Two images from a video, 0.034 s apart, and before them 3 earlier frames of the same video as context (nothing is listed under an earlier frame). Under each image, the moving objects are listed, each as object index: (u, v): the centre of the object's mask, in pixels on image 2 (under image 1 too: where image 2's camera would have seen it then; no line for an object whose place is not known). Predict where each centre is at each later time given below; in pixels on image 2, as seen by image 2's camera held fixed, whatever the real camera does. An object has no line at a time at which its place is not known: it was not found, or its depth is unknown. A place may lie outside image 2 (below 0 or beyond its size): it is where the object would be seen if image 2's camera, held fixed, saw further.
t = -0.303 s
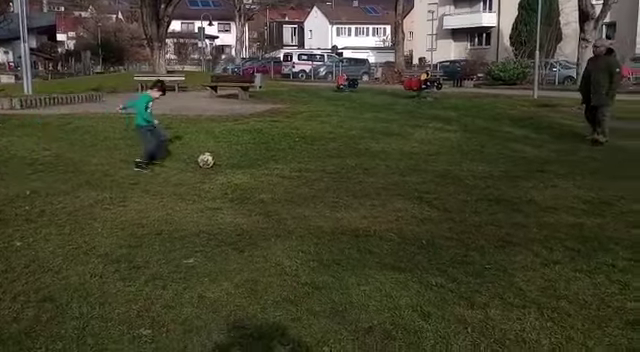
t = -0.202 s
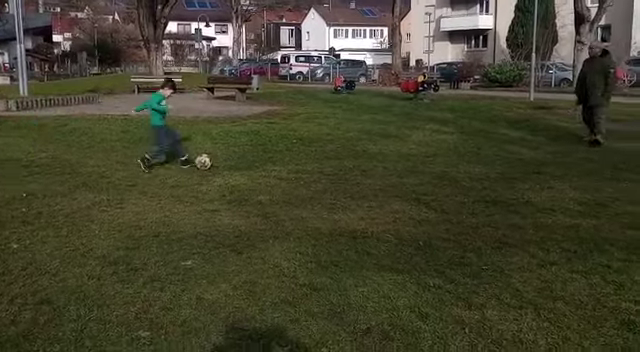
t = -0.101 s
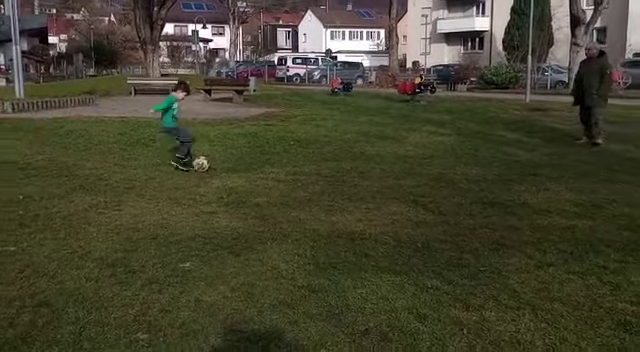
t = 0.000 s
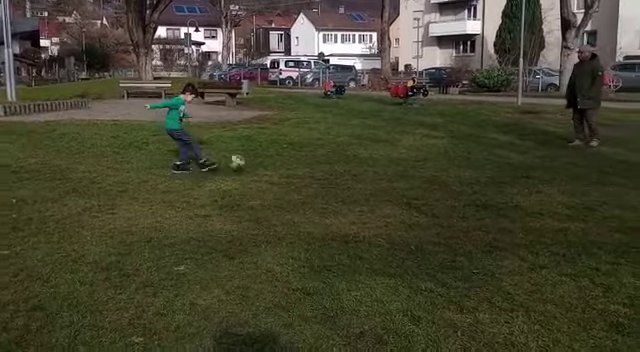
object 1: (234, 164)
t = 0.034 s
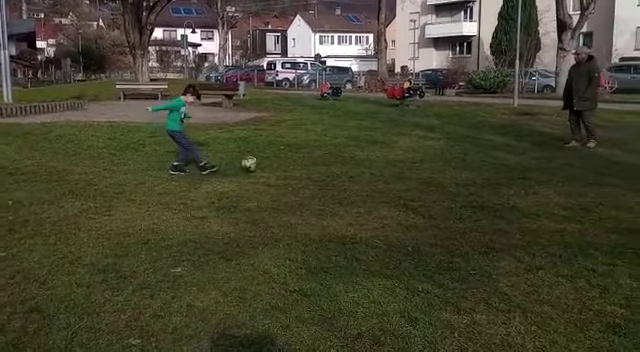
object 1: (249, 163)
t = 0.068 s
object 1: (264, 164)
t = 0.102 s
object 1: (275, 161)
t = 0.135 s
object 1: (286, 158)
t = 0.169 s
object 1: (297, 156)
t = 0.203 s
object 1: (307, 156)
